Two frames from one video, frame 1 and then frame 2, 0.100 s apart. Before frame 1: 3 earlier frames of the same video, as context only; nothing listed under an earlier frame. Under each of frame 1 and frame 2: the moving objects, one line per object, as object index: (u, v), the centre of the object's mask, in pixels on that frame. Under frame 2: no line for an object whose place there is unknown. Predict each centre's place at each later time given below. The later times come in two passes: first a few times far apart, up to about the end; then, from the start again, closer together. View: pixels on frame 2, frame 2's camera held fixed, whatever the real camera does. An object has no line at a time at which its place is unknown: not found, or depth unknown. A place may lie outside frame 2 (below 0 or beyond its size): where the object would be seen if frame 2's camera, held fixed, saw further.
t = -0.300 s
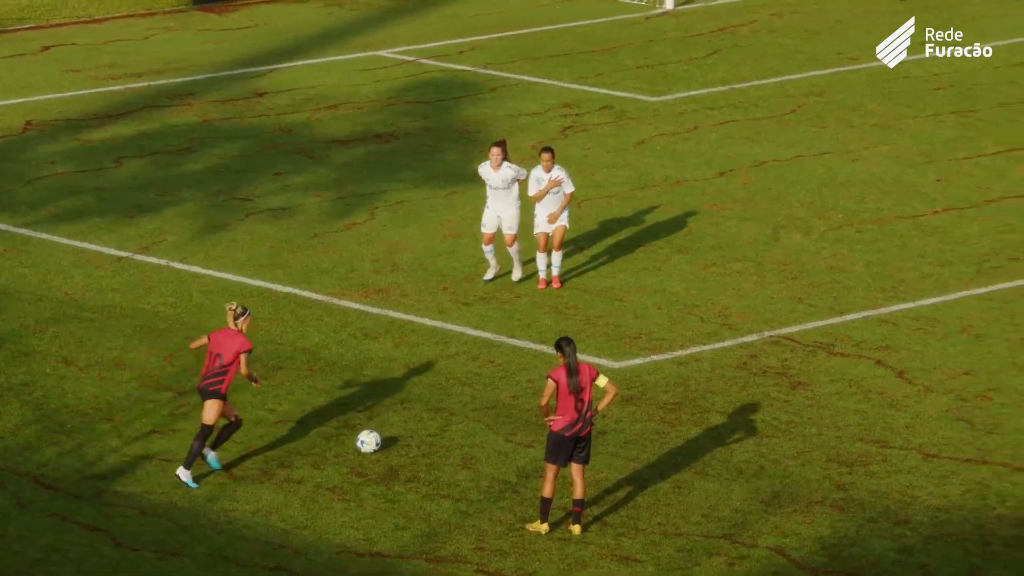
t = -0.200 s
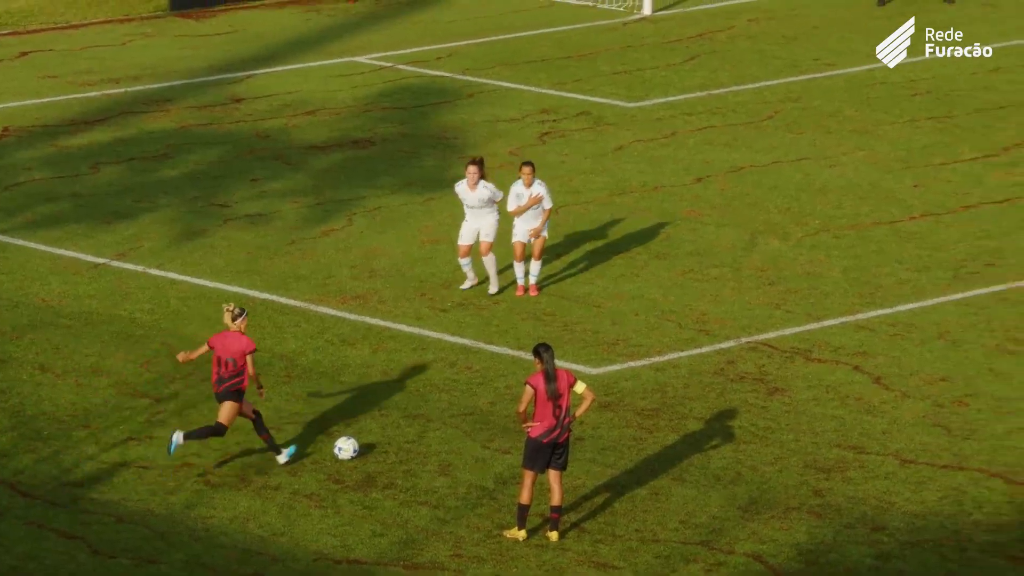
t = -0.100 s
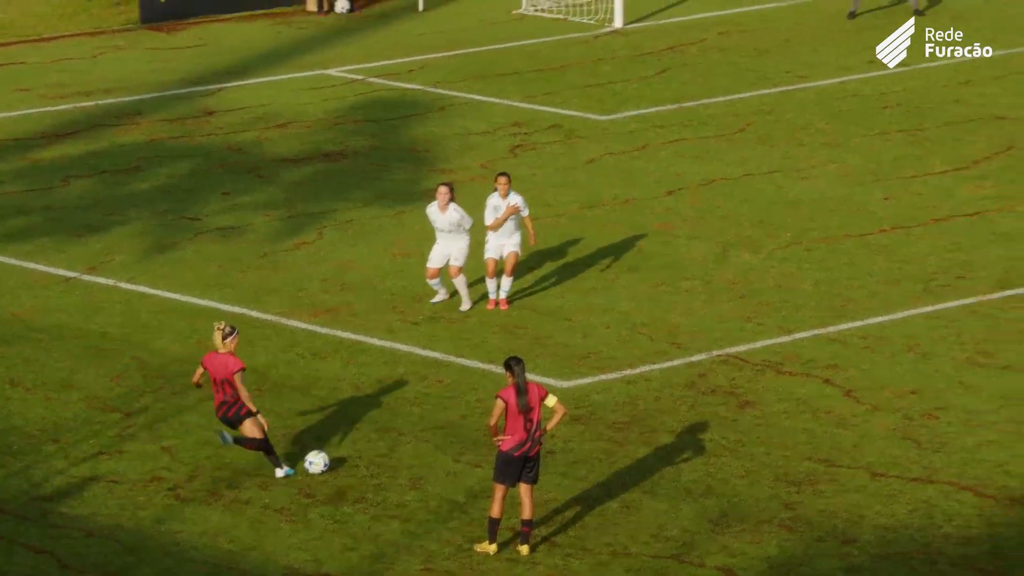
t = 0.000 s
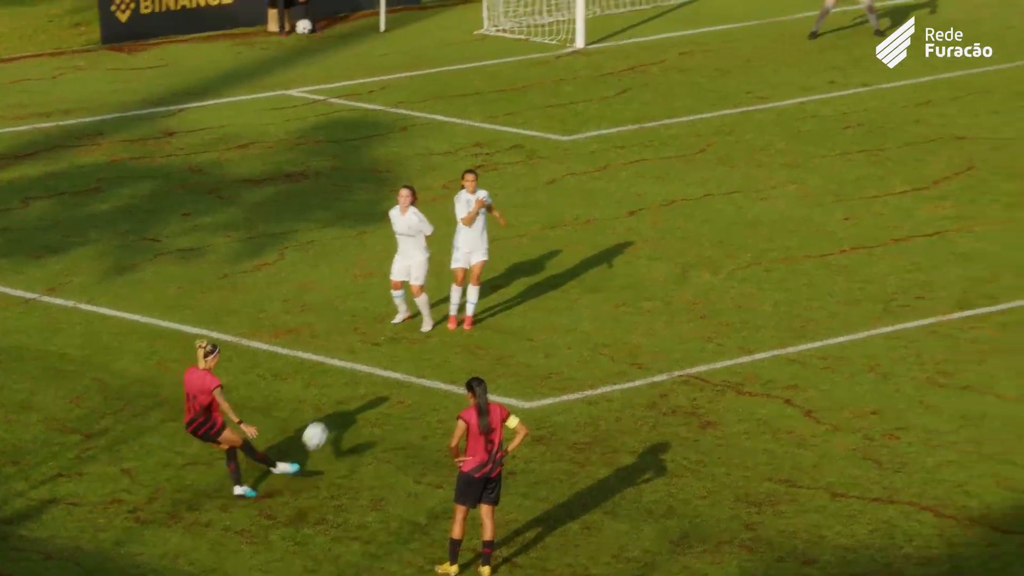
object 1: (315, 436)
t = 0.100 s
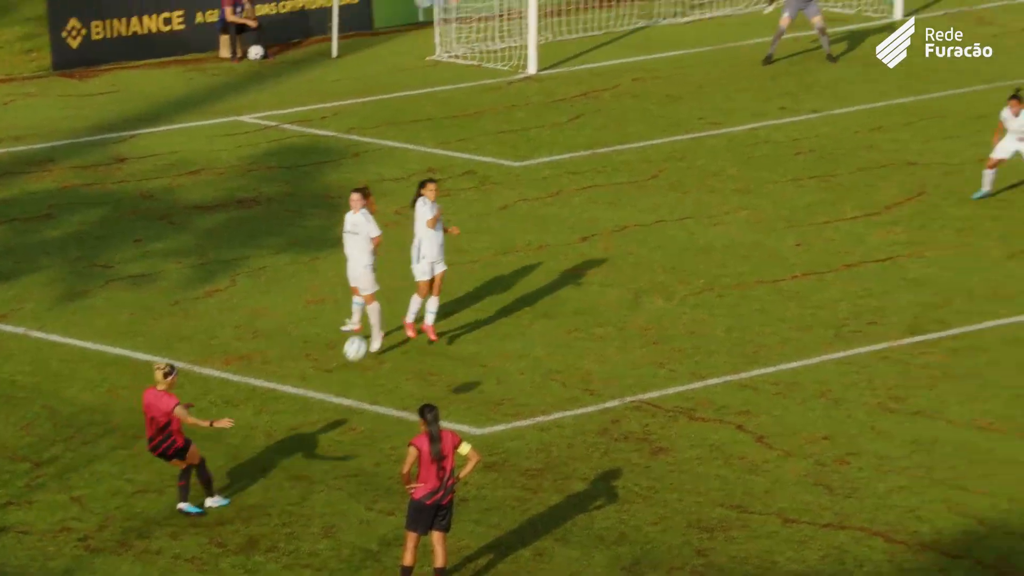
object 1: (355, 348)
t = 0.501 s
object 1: (592, 69)
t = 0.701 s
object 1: (666, 8)
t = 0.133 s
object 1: (383, 314)
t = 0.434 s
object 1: (562, 99)
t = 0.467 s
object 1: (577, 83)
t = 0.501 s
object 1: (592, 69)
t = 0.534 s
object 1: (606, 55)
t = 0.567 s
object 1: (619, 43)
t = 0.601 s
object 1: (632, 33)
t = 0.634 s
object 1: (644, 23)
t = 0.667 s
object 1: (655, 15)
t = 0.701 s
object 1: (666, 8)
